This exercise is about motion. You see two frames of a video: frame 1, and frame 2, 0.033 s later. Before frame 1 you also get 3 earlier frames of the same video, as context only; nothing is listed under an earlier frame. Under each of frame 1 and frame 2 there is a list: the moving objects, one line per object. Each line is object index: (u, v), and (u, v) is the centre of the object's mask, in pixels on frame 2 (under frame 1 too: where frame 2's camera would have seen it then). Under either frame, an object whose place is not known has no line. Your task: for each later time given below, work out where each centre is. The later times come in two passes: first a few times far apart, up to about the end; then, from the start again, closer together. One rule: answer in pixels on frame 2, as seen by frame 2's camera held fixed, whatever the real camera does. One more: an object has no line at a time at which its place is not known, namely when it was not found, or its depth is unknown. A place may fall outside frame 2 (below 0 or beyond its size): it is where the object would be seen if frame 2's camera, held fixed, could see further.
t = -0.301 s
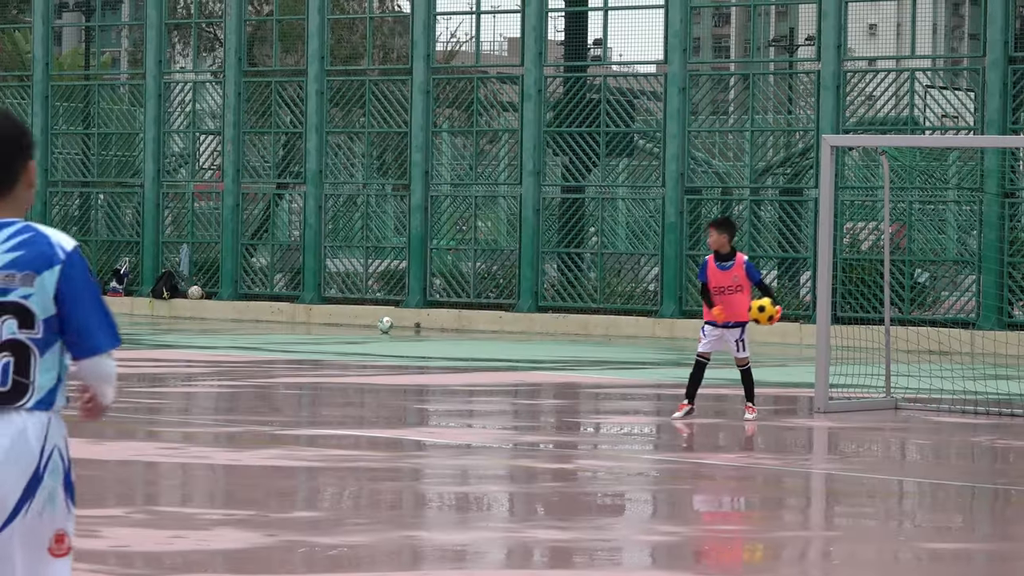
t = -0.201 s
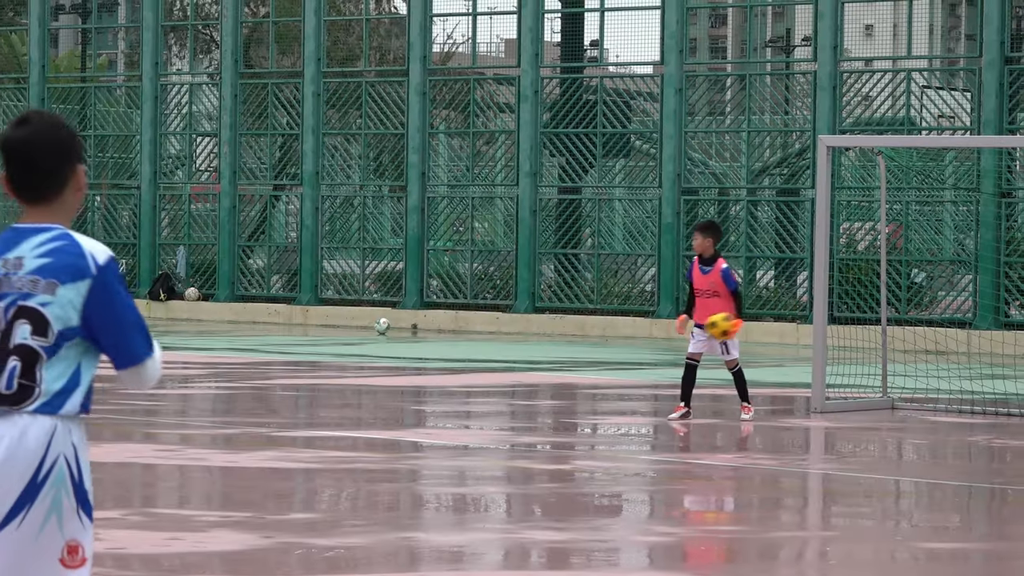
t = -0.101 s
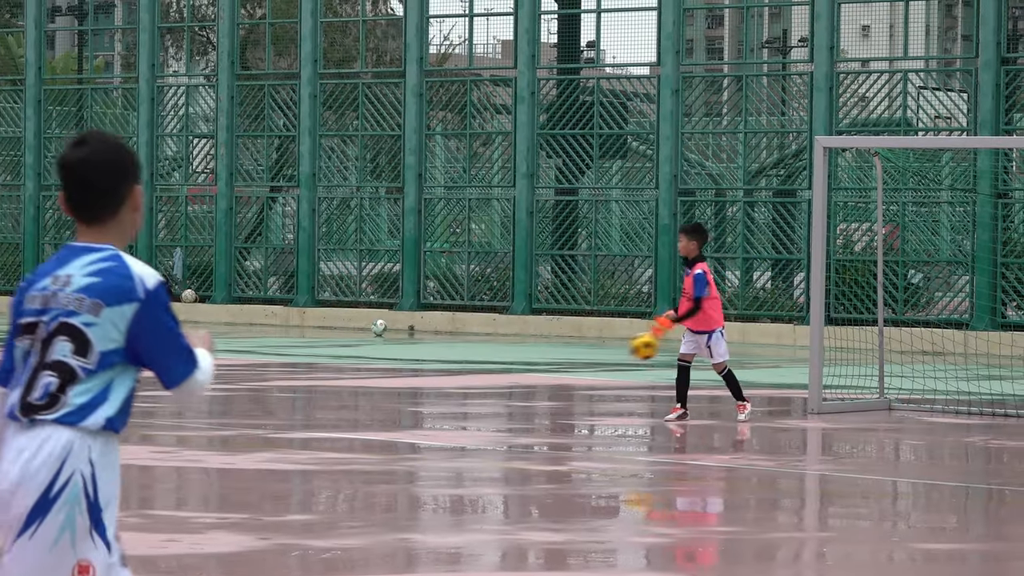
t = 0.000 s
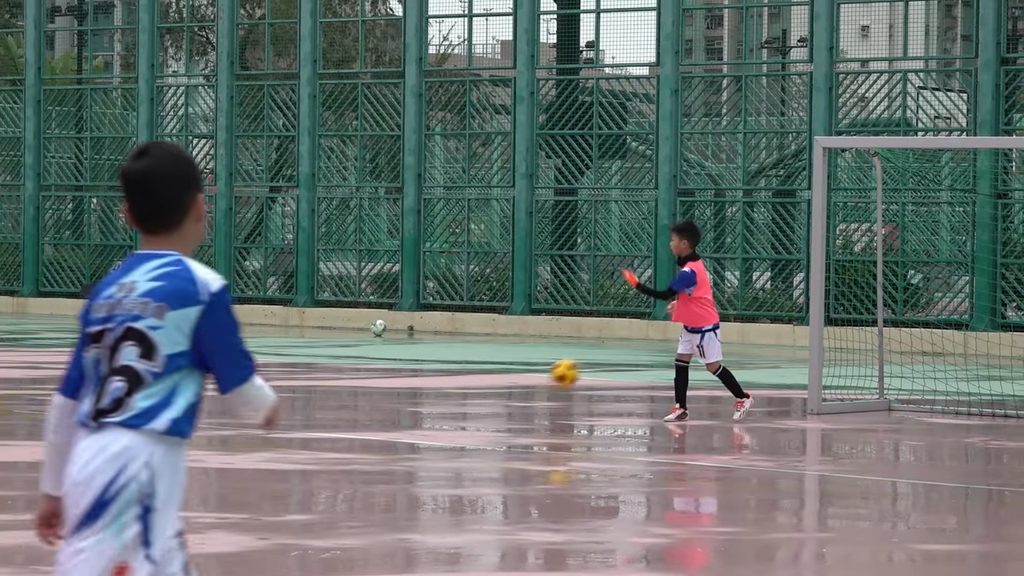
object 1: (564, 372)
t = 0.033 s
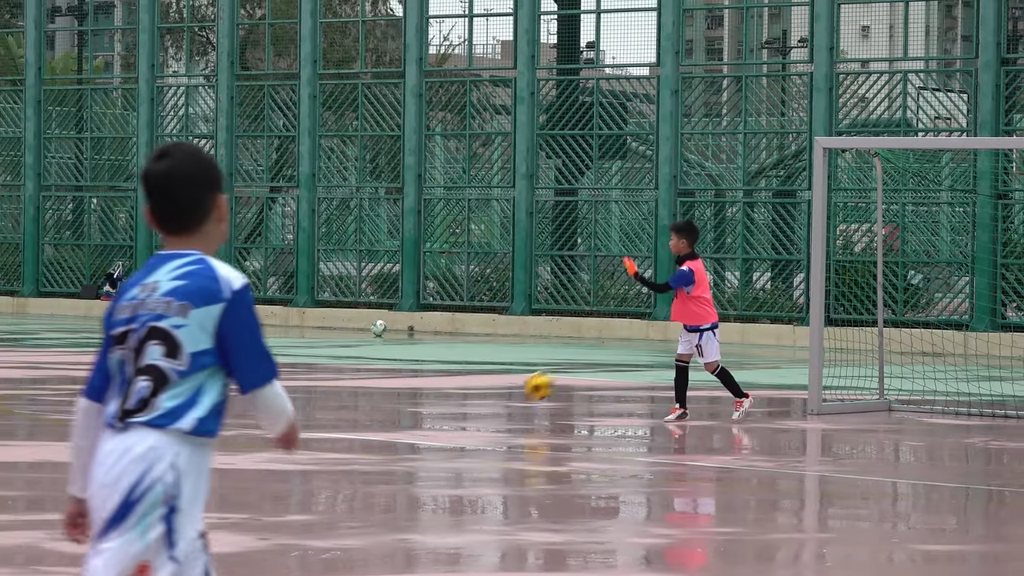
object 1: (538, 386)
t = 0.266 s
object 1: (402, 378)
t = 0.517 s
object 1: (272, 388)
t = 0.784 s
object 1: (135, 384)
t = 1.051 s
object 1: (1, 382)
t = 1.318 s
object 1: (-121, 375)
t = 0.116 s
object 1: (481, 398)
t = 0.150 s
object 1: (464, 391)
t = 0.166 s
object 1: (455, 388)
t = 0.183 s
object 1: (446, 385)
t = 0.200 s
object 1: (438, 384)
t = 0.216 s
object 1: (430, 382)
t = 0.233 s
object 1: (420, 380)
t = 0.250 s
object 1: (412, 379)
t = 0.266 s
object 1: (402, 378)
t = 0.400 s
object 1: (332, 382)
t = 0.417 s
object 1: (323, 384)
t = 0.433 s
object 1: (314, 387)
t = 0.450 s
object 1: (305, 392)
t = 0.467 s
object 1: (296, 394)
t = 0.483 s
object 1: (287, 392)
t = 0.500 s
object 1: (280, 390)
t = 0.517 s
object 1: (272, 388)
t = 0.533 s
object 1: (263, 386)
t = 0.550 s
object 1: (255, 384)
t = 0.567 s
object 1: (246, 383)
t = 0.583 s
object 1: (238, 381)
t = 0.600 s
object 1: (232, 376)
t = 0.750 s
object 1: (152, 384)
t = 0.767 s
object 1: (143, 384)
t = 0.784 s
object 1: (135, 384)
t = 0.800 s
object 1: (127, 385)
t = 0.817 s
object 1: (119, 385)
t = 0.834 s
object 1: (110, 386)
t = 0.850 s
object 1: (102, 386)
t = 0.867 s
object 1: (95, 384)
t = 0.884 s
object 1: (85, 383)
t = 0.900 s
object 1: (77, 383)
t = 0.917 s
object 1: (68, 383)
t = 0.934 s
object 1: (60, 383)
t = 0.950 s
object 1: (51, 384)
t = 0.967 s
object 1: (43, 384)
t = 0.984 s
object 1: (34, 383)
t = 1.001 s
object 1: (26, 382)
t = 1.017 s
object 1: (18, 383)
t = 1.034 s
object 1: (10, 382)
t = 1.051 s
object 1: (1, 382)
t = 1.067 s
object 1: (-7, 381)
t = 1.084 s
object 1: (-14, 381)
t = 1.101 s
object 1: (-23, 381)
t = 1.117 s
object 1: (-31, 381)
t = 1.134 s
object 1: (-39, 381)
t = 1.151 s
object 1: (-47, 381)
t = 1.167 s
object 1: (-55, 380)
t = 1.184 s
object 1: (-62, 379)
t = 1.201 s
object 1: (-71, 380)
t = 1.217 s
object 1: (-77, 379)
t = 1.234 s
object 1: (-84, 378)
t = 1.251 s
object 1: (-91, 377)
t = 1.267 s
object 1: (-98, 376)
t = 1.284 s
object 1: (-106, 376)
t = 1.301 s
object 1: (-114, 376)
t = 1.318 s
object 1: (-121, 375)
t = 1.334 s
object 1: (-129, 375)
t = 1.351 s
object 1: (-137, 374)
